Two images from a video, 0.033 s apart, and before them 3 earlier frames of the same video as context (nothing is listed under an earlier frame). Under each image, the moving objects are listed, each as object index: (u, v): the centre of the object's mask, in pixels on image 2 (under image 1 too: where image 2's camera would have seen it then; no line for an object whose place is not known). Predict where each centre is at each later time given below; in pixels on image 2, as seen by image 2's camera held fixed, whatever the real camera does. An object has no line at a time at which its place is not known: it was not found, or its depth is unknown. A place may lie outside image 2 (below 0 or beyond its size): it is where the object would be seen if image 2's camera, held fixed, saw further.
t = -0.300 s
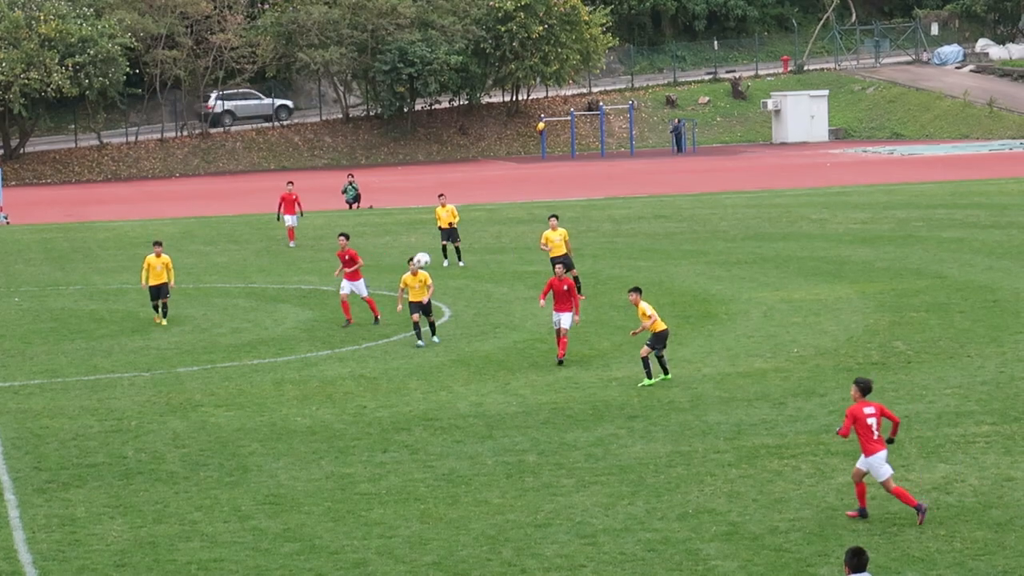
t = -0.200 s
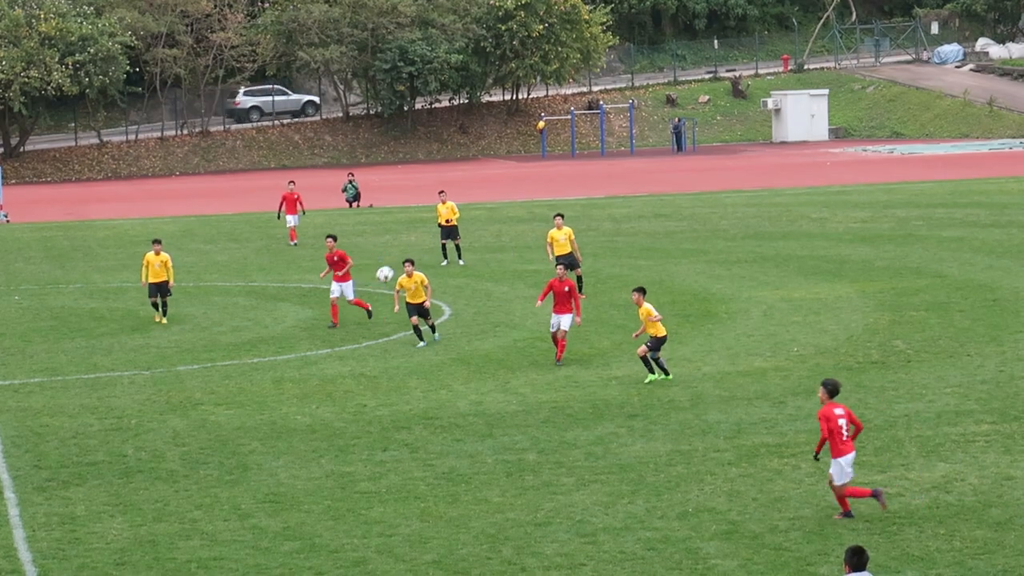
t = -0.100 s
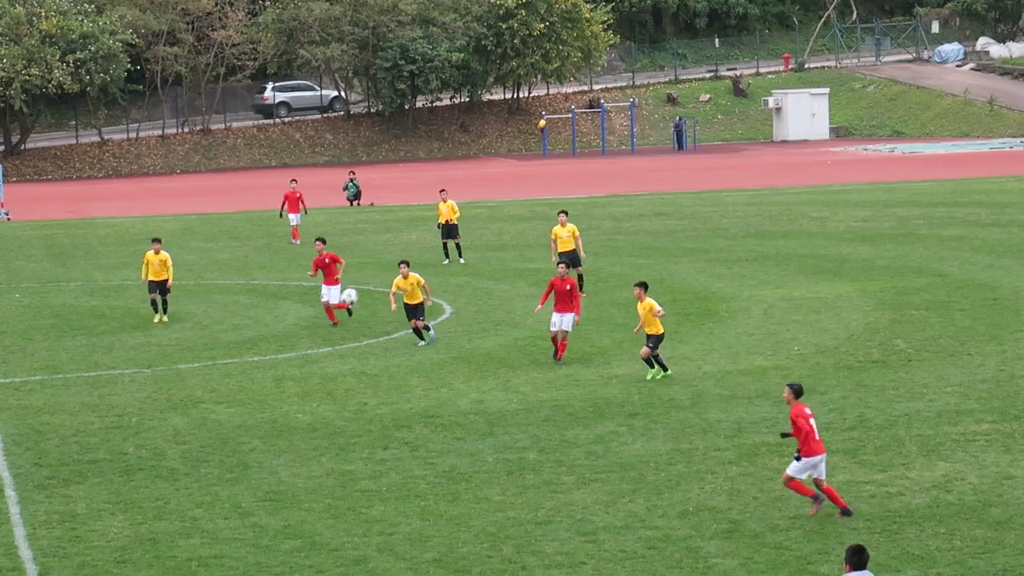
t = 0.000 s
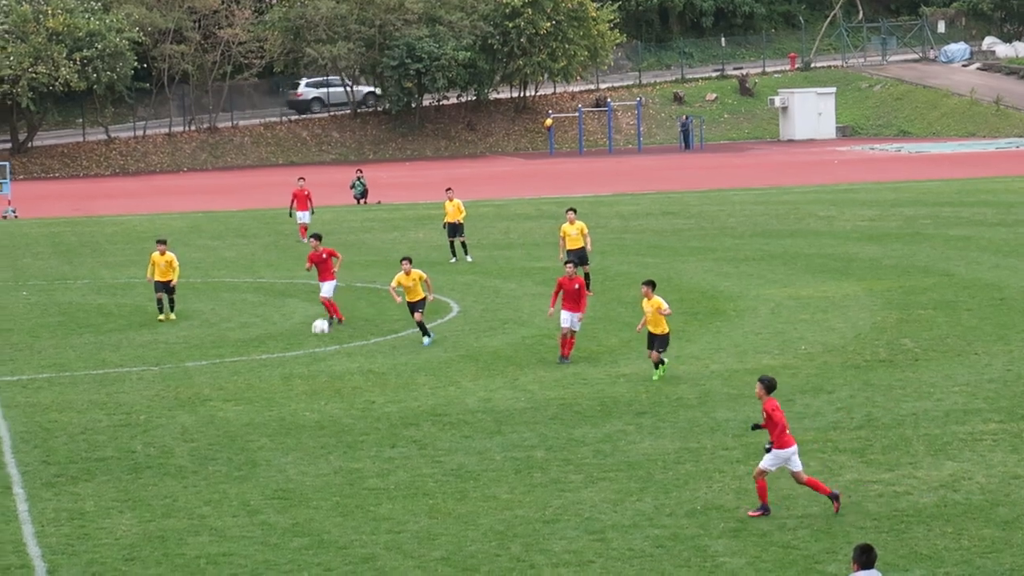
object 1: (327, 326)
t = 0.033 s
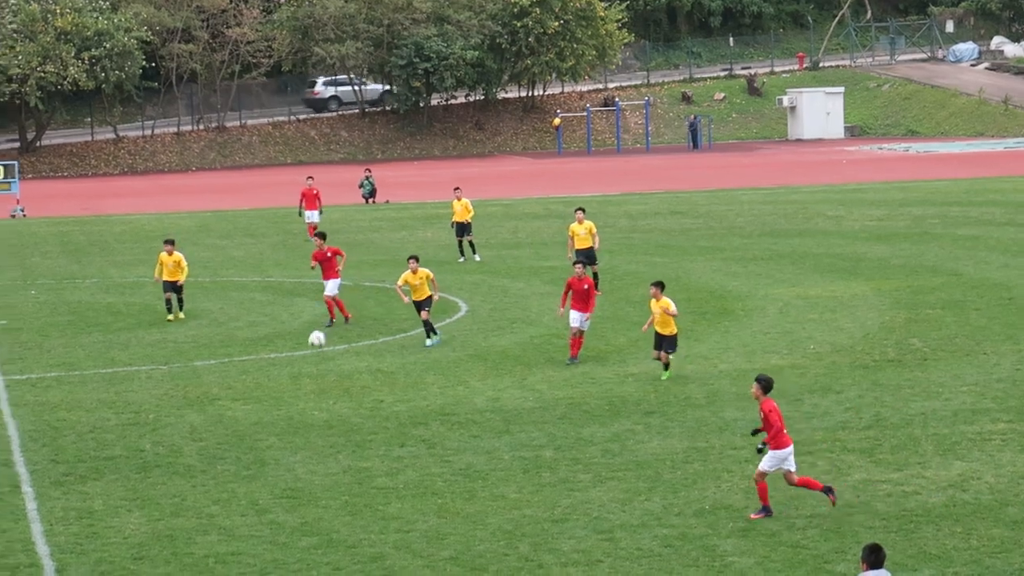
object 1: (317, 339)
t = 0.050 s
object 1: (312, 345)
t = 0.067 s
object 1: (307, 352)
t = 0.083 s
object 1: (301, 360)
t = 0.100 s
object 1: (296, 367)
